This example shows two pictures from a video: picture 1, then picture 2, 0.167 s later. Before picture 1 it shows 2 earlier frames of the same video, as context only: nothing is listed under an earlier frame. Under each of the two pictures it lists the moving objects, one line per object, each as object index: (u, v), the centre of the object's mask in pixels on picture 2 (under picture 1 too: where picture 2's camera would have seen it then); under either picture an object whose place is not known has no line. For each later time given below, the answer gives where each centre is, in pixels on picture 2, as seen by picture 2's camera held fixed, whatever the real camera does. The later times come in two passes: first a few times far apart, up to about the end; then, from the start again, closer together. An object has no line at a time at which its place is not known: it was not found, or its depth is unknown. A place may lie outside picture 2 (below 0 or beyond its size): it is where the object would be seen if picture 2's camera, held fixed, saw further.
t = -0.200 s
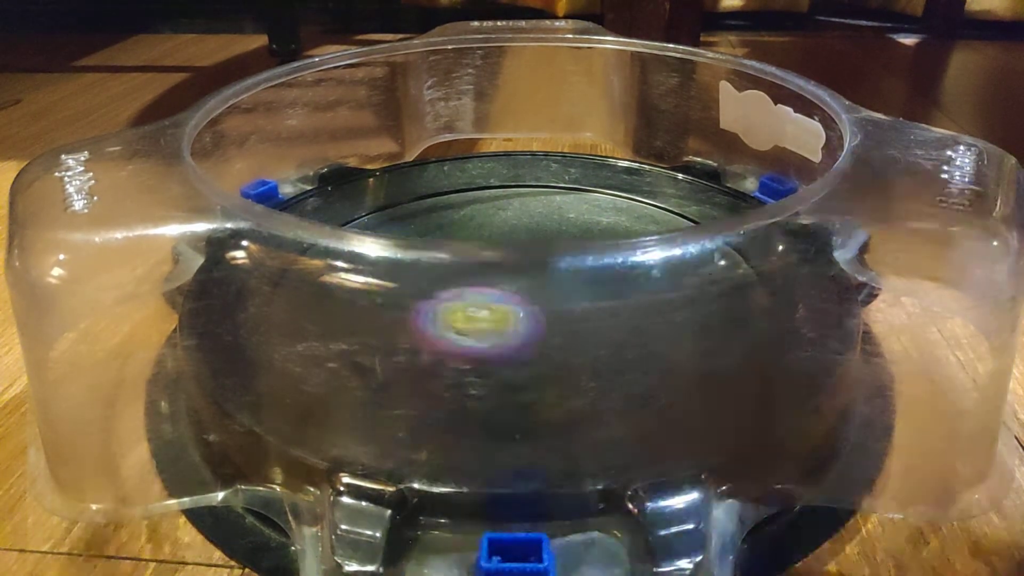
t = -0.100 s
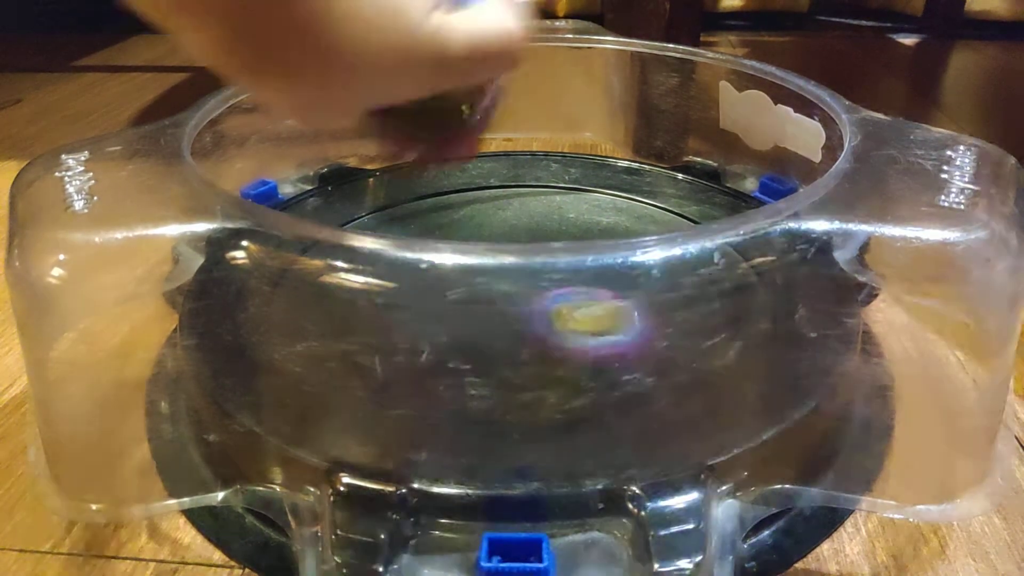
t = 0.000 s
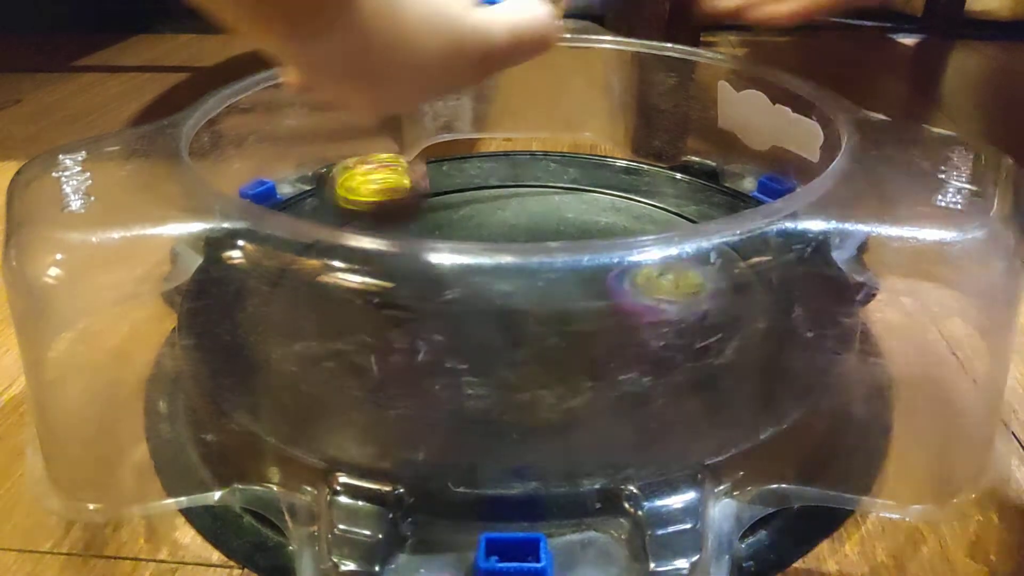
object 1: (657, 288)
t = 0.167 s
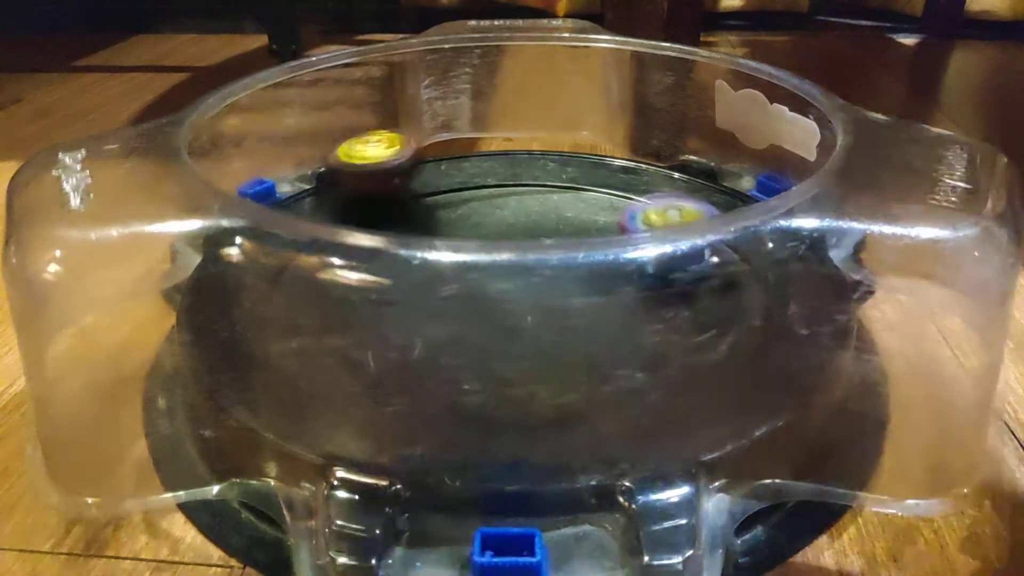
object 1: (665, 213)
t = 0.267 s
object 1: (630, 199)
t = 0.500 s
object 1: (481, 182)
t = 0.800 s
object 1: (383, 295)
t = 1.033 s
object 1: (629, 332)
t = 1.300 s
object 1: (702, 196)
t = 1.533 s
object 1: (515, 171)
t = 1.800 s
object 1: (340, 271)
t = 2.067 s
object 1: (580, 354)
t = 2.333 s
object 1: (709, 205)
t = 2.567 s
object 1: (526, 157)
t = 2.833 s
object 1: (280, 247)
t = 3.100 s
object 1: (707, 320)
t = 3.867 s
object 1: (591, 251)
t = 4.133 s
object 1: (601, 175)
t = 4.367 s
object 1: (501, 216)
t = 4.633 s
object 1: (488, 140)
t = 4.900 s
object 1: (459, 223)
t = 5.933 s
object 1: (495, 213)
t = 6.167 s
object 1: (554, 215)
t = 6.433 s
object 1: (587, 221)
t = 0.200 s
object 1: (657, 210)
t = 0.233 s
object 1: (646, 205)
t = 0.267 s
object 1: (630, 199)
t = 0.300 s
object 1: (609, 194)
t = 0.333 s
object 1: (587, 189)
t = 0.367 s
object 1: (563, 185)
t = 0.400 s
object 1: (544, 180)
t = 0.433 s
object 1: (525, 179)
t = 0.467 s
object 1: (502, 179)
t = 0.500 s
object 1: (481, 182)
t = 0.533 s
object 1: (460, 188)
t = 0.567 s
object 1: (437, 194)
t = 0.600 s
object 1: (417, 204)
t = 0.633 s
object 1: (402, 211)
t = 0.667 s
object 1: (392, 217)
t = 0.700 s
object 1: (379, 232)
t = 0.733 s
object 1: (368, 270)
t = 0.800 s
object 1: (383, 295)
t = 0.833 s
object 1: (401, 310)
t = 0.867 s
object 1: (426, 323)
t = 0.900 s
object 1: (459, 336)
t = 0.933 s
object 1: (498, 340)
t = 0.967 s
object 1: (541, 344)
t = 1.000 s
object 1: (587, 340)
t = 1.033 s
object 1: (629, 332)
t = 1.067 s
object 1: (669, 324)
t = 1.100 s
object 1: (699, 306)
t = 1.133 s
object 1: (722, 288)
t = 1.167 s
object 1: (735, 269)
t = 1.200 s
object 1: (745, 256)
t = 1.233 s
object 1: (744, 241)
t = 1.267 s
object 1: (712, 202)
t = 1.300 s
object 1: (702, 196)
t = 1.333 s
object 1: (688, 191)
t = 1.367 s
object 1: (664, 179)
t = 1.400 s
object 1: (636, 175)
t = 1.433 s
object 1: (608, 166)
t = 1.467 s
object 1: (575, 168)
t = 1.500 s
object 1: (544, 167)
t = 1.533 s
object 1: (515, 171)
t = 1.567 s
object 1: (485, 176)
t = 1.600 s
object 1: (456, 181)
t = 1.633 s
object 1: (429, 193)
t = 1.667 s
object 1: (404, 203)
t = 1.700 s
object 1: (385, 210)
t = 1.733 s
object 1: (373, 217)
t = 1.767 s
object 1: (348, 248)
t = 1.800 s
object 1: (340, 271)
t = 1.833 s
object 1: (346, 283)
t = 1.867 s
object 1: (356, 300)
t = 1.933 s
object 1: (403, 333)
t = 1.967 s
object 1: (438, 345)
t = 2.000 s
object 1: (487, 356)
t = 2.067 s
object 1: (580, 354)
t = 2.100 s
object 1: (630, 345)
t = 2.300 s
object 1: (748, 247)
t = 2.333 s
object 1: (709, 205)
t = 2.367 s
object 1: (701, 198)
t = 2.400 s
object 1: (684, 190)
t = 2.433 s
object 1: (659, 177)
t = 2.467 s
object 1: (628, 170)
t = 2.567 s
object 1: (526, 157)
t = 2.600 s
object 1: (490, 159)
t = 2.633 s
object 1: (454, 159)
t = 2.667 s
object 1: (419, 166)
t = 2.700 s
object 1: (384, 175)
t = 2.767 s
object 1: (328, 197)
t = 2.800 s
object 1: (314, 205)
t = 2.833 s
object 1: (280, 247)
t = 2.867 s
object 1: (277, 276)
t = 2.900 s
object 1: (293, 307)
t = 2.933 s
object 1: (331, 332)
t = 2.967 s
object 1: (394, 356)
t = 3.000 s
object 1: (466, 368)
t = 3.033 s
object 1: (557, 368)
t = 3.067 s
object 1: (638, 342)
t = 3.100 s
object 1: (707, 320)
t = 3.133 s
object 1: (776, 308)
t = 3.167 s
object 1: (816, 278)
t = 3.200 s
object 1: (852, 262)
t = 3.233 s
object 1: (848, 231)
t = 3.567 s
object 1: (768, 206)
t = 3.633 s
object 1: (758, 202)
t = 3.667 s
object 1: (742, 205)
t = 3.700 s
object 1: (738, 220)
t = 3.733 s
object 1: (710, 217)
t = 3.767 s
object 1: (683, 233)
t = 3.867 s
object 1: (591, 251)
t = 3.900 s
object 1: (597, 222)
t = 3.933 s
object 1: (603, 213)
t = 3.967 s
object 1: (610, 205)
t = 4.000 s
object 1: (616, 192)
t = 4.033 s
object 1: (618, 179)
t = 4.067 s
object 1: (615, 173)
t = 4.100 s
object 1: (610, 172)
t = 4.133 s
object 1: (601, 175)
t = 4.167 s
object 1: (587, 176)
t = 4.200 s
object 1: (571, 183)
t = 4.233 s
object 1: (555, 195)
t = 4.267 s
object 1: (537, 206)
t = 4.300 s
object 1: (523, 213)
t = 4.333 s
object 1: (509, 218)
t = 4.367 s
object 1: (501, 216)
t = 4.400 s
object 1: (502, 201)
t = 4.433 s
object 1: (502, 178)
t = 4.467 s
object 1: (499, 161)
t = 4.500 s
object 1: (497, 143)
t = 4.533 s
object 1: (496, 135)
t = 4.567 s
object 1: (497, 138)
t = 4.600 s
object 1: (493, 137)
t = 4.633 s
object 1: (488, 140)
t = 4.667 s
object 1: (484, 143)
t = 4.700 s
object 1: (479, 148)
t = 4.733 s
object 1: (472, 159)
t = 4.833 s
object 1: (460, 208)
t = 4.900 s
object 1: (459, 223)
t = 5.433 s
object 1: (471, 237)
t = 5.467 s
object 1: (473, 229)
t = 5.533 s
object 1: (476, 214)
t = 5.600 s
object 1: (471, 206)
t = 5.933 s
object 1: (495, 213)
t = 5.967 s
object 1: (502, 215)
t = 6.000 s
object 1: (510, 217)
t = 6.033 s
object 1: (517, 220)
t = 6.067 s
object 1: (525, 221)
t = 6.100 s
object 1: (535, 216)
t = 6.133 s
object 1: (546, 216)
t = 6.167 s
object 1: (554, 215)
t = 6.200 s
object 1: (560, 215)
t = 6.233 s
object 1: (565, 214)
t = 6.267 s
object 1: (569, 215)
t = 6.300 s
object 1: (576, 216)
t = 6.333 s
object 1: (580, 216)
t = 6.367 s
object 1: (584, 217)
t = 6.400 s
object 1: (585, 218)
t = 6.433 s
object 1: (587, 221)
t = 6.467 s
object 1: (588, 224)
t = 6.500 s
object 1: (589, 224)
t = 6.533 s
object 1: (582, 236)
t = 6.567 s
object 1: (576, 254)
